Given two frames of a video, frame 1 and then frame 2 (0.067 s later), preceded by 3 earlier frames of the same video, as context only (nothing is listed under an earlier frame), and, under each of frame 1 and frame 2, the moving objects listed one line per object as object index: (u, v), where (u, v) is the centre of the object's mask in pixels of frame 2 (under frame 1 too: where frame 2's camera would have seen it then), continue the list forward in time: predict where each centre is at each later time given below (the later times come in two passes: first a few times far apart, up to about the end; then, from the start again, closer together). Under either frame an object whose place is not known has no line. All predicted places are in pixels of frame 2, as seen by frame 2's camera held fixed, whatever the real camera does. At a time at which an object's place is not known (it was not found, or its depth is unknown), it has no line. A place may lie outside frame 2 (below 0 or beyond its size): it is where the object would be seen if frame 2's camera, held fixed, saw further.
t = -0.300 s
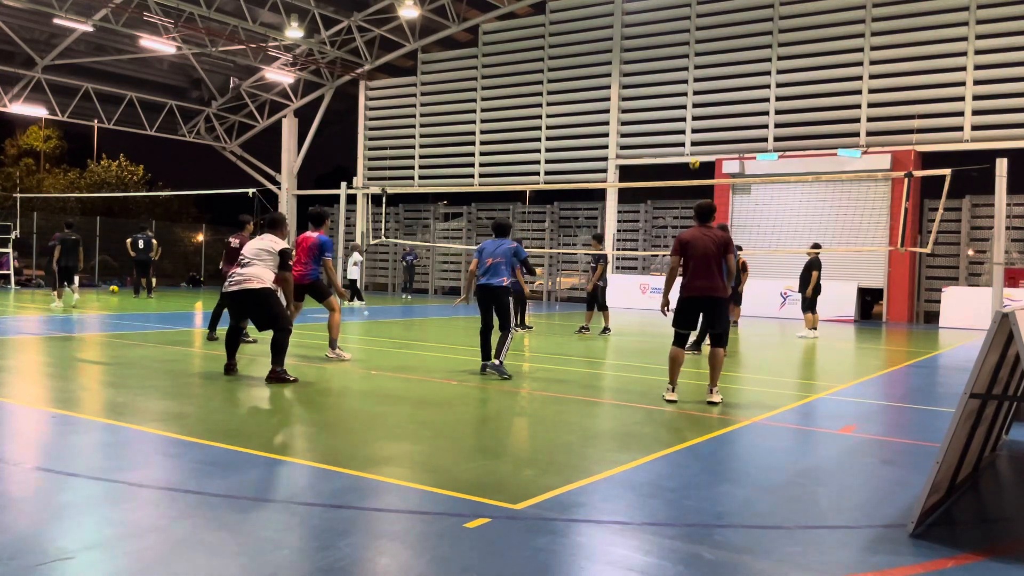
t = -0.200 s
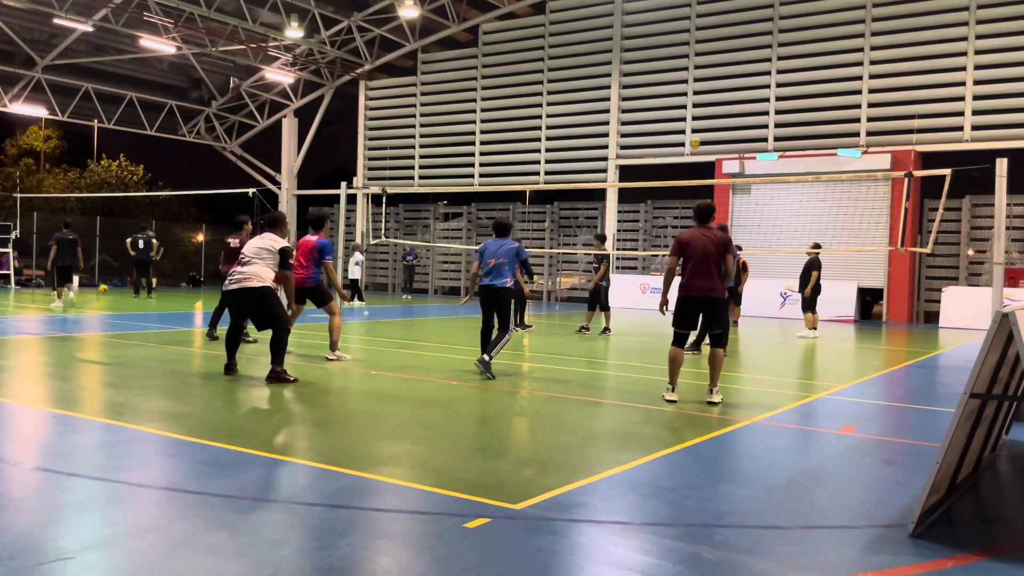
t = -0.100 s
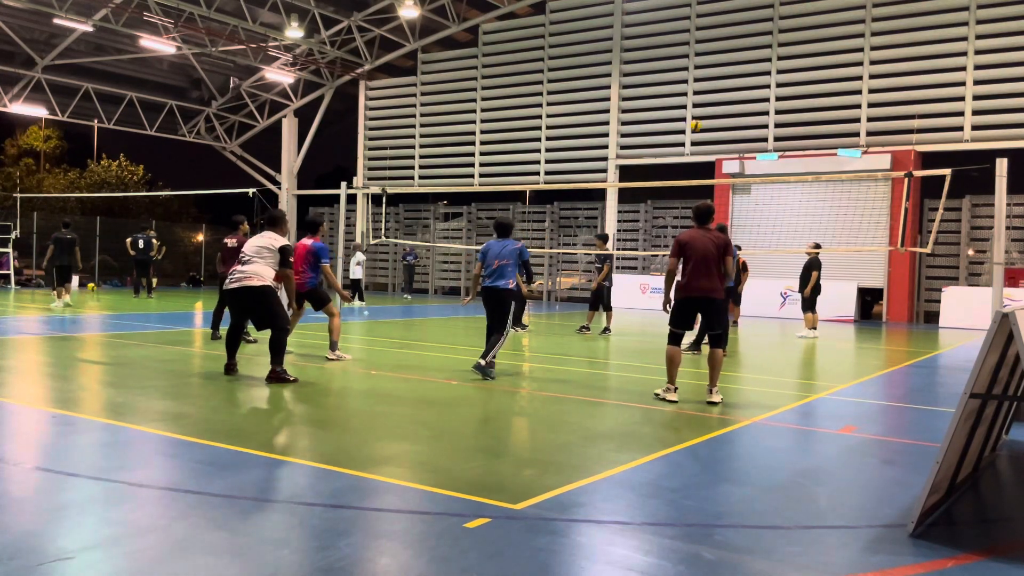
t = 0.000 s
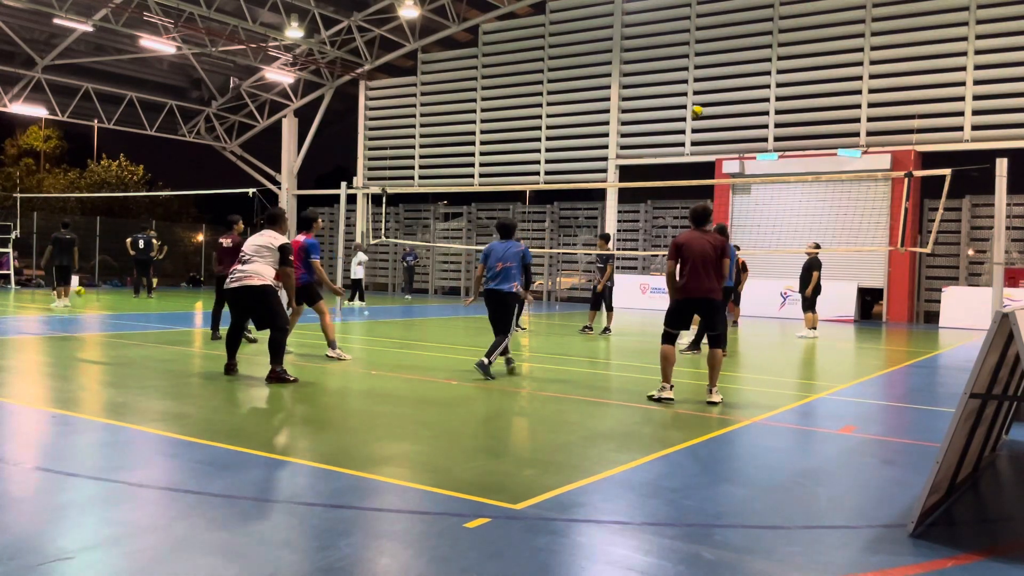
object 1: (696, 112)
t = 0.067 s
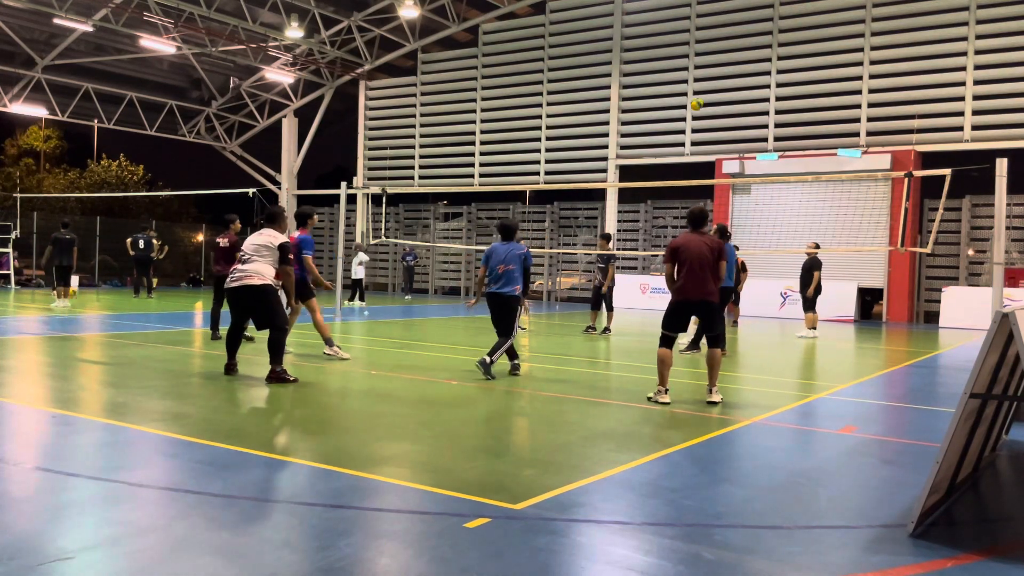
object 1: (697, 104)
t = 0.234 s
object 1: (696, 94)
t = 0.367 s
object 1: (696, 99)
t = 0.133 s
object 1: (696, 98)
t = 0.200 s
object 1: (696, 95)
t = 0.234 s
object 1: (696, 94)
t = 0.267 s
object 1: (696, 94)
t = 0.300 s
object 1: (696, 95)
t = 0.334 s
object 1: (696, 97)
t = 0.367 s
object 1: (696, 99)
